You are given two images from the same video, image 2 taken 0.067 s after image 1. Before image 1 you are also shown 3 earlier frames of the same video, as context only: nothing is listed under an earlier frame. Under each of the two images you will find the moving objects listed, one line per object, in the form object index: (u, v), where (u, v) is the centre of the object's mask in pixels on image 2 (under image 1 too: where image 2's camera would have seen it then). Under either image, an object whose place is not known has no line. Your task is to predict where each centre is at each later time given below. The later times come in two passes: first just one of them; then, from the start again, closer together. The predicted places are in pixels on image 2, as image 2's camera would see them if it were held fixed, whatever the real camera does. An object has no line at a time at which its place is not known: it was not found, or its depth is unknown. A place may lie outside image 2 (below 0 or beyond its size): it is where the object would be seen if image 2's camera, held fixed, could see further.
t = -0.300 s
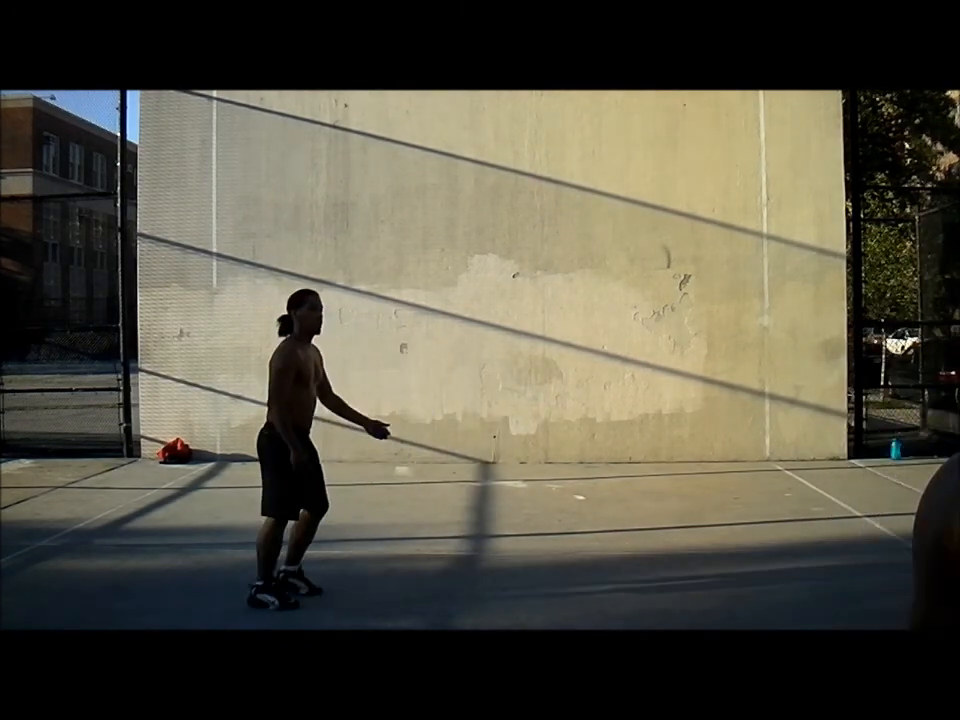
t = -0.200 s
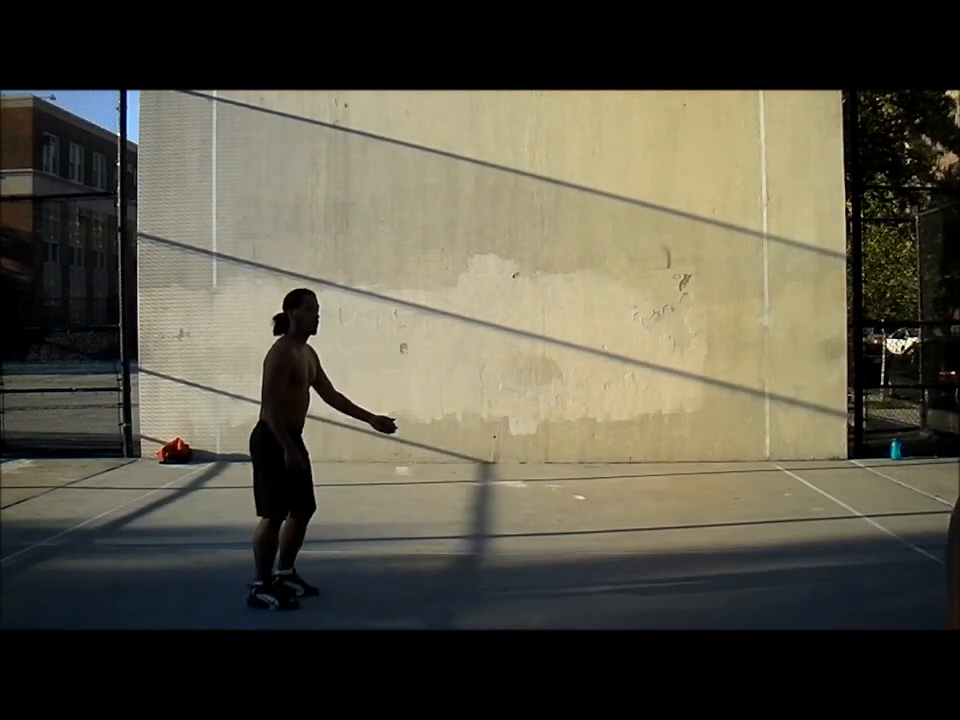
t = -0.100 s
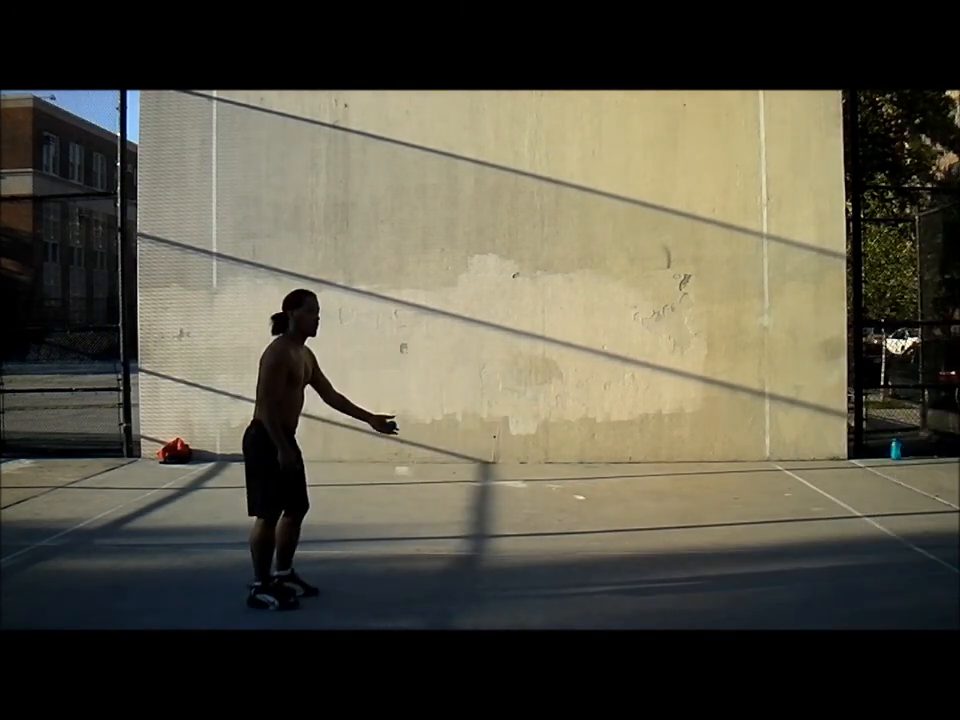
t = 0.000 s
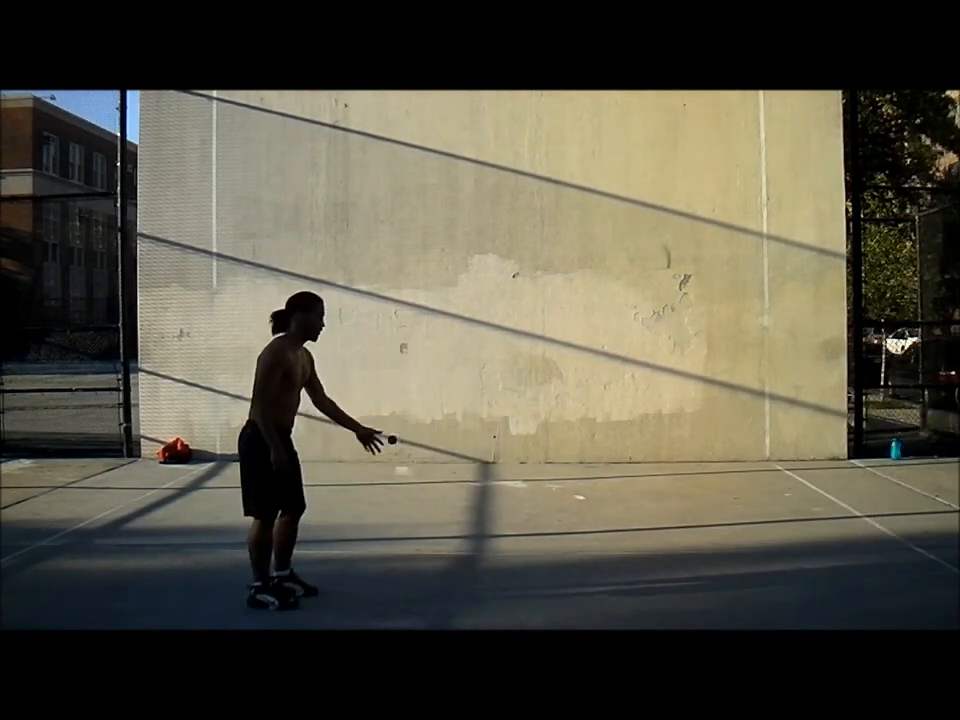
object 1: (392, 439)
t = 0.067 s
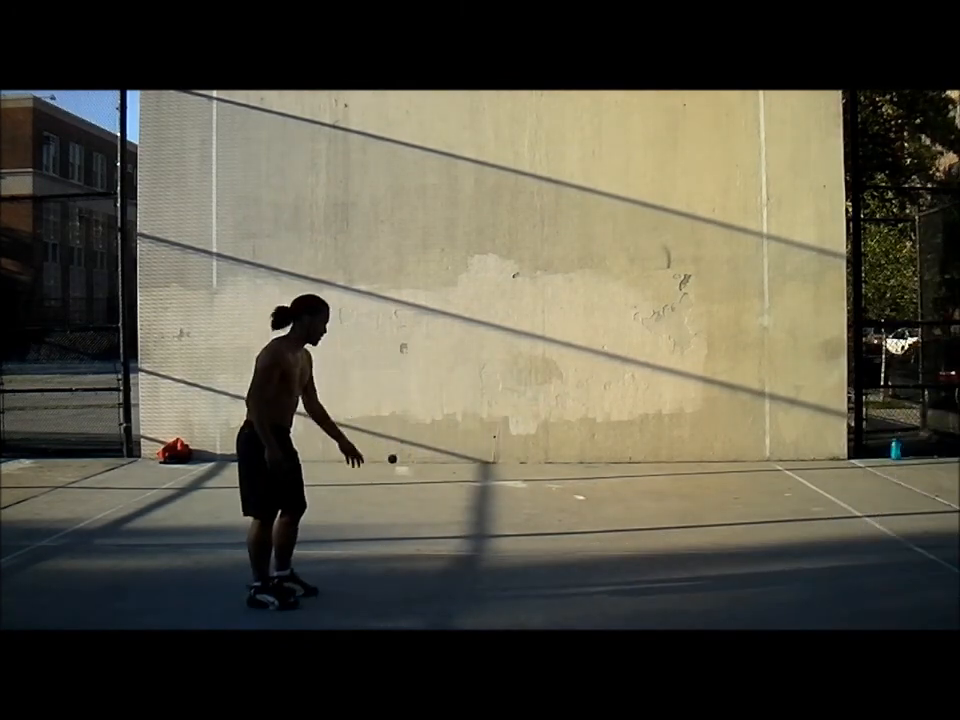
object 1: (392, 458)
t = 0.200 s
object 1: (393, 518)
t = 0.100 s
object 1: (392, 470)
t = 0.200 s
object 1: (393, 518)
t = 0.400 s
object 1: (394, 527)
